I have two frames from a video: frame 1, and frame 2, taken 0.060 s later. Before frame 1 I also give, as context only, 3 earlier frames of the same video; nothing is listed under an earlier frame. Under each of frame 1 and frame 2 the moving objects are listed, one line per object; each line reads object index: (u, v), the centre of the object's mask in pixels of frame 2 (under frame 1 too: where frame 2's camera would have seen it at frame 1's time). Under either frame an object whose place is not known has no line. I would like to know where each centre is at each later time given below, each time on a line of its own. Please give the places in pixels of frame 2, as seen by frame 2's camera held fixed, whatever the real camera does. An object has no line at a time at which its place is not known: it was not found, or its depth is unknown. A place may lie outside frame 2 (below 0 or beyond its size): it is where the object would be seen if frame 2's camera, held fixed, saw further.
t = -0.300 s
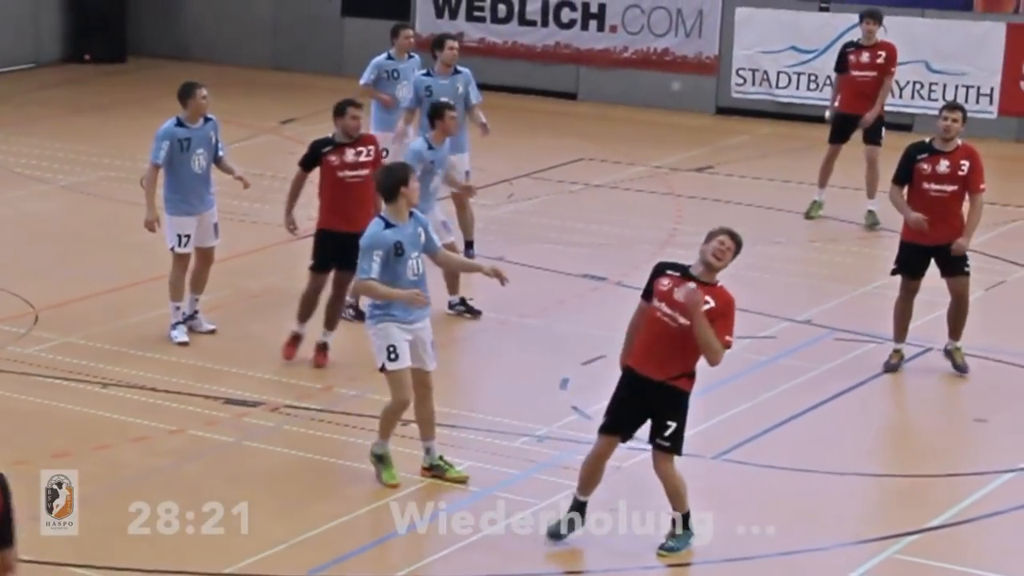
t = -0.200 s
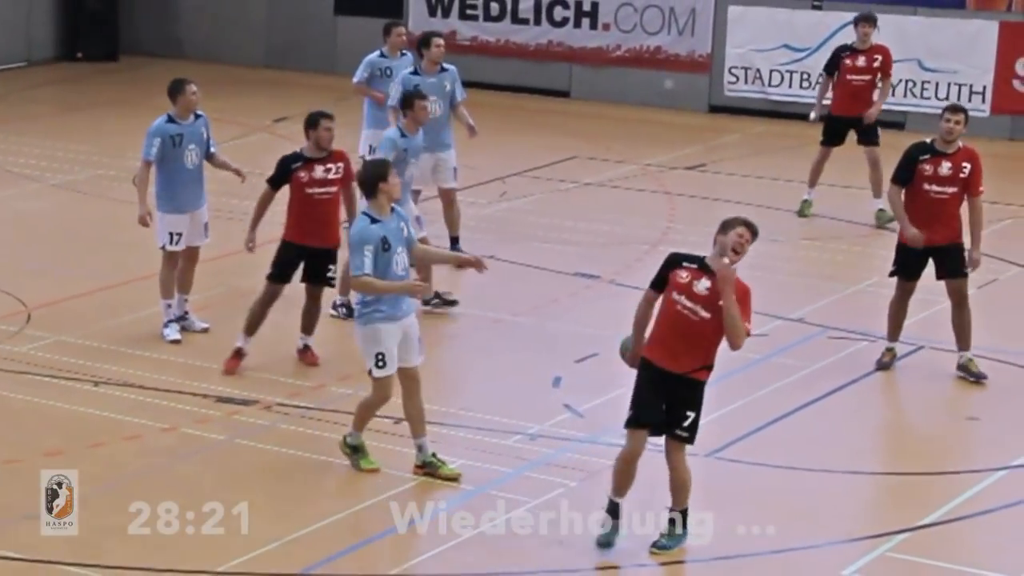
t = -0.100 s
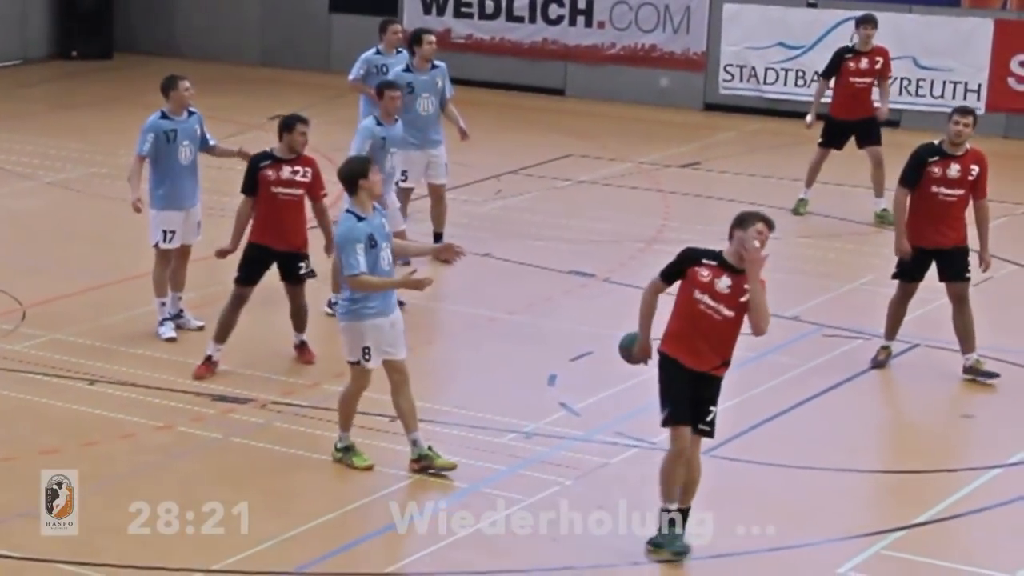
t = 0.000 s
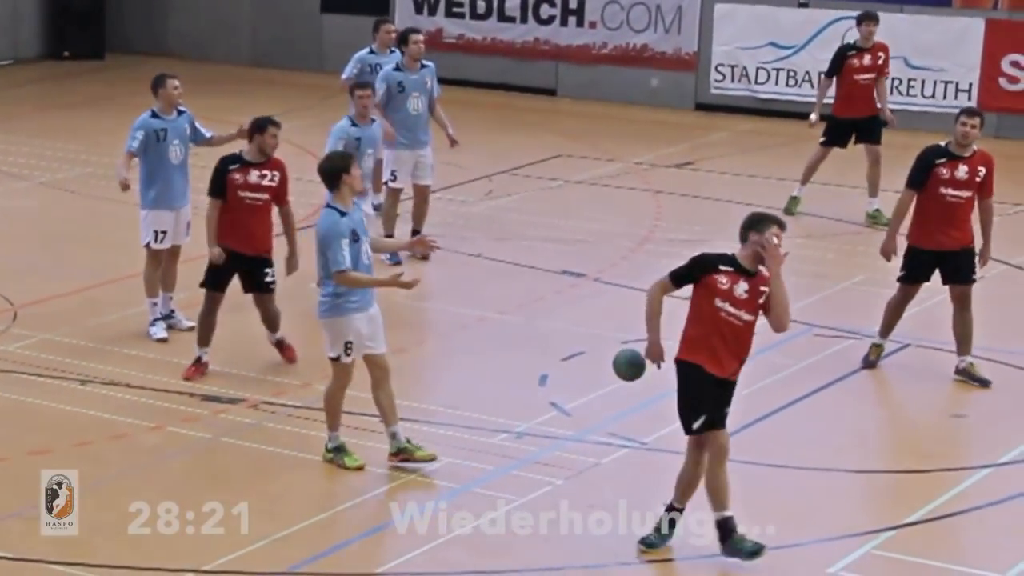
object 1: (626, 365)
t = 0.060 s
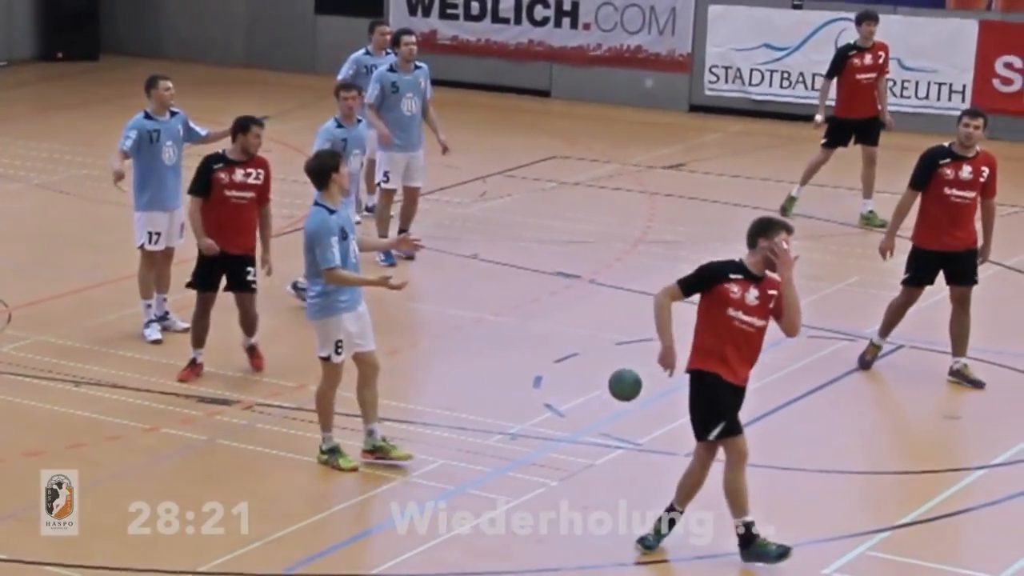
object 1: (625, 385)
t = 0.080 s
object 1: (625, 392)
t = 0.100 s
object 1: (625, 401)
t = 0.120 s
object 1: (625, 410)
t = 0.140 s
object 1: (624, 419)
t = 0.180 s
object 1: (623, 441)
